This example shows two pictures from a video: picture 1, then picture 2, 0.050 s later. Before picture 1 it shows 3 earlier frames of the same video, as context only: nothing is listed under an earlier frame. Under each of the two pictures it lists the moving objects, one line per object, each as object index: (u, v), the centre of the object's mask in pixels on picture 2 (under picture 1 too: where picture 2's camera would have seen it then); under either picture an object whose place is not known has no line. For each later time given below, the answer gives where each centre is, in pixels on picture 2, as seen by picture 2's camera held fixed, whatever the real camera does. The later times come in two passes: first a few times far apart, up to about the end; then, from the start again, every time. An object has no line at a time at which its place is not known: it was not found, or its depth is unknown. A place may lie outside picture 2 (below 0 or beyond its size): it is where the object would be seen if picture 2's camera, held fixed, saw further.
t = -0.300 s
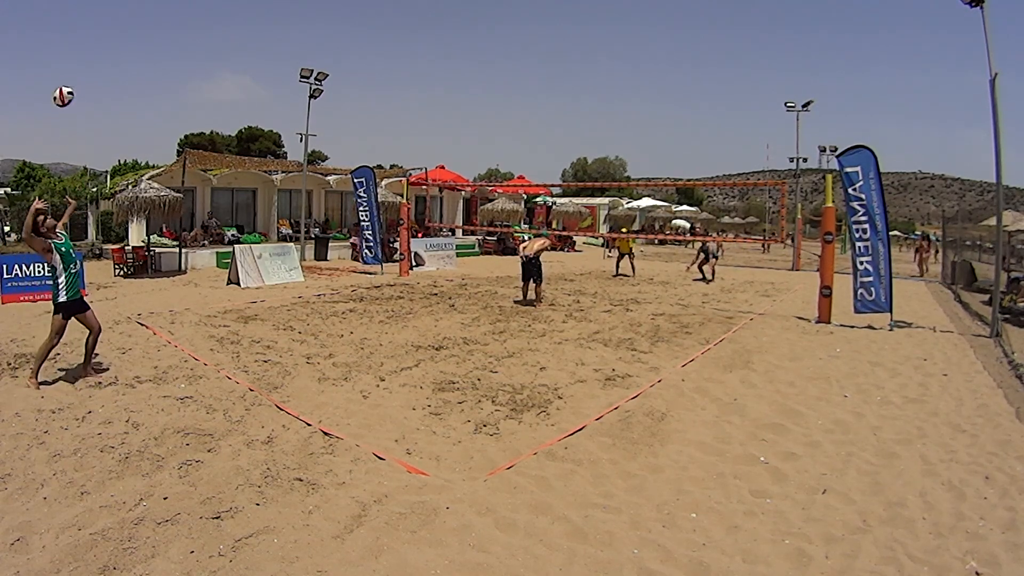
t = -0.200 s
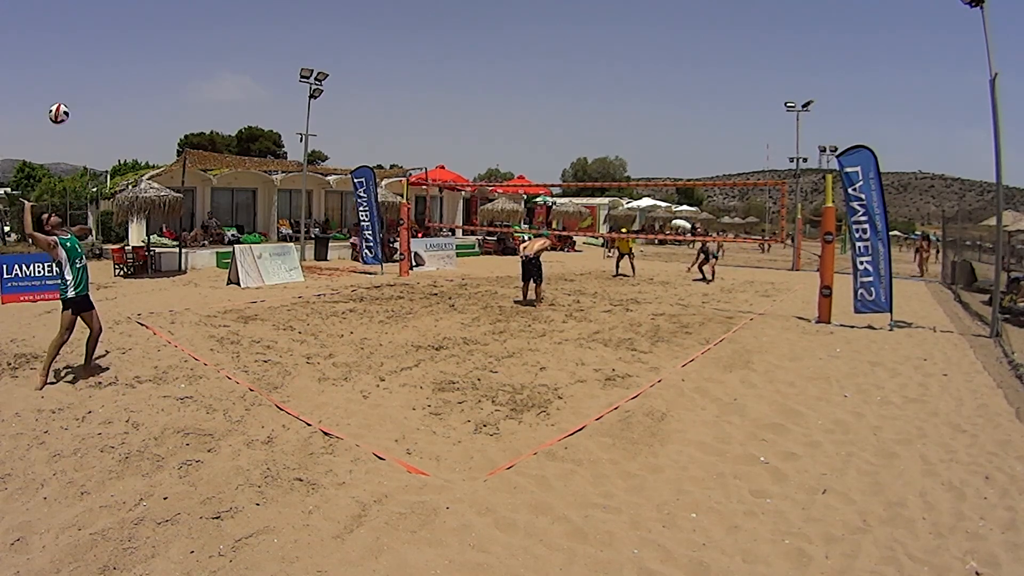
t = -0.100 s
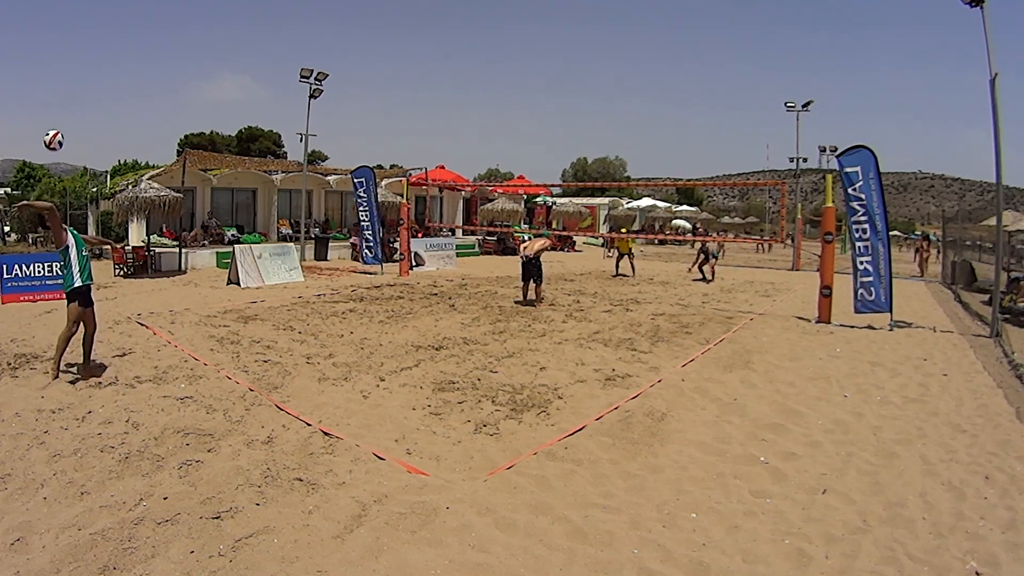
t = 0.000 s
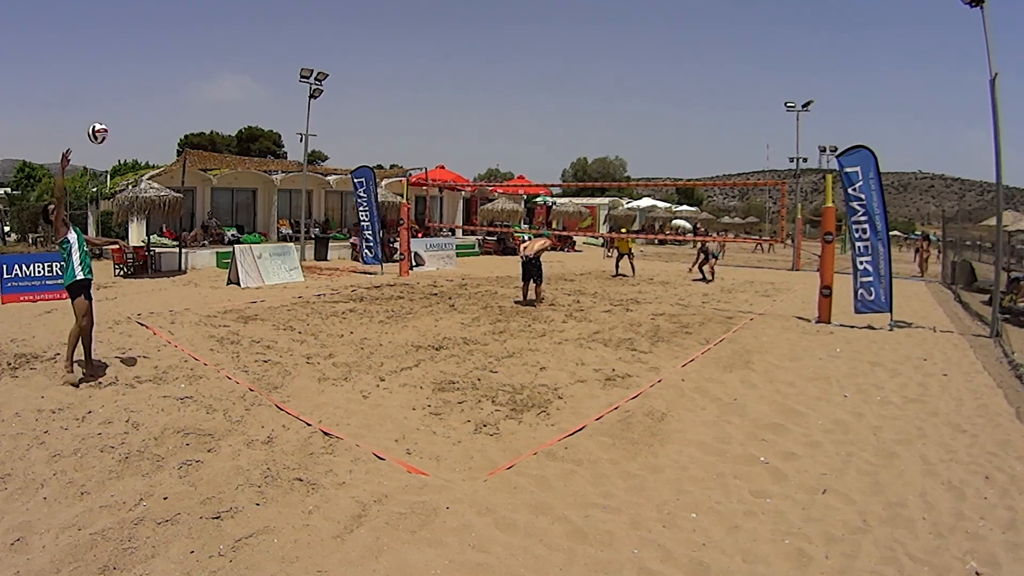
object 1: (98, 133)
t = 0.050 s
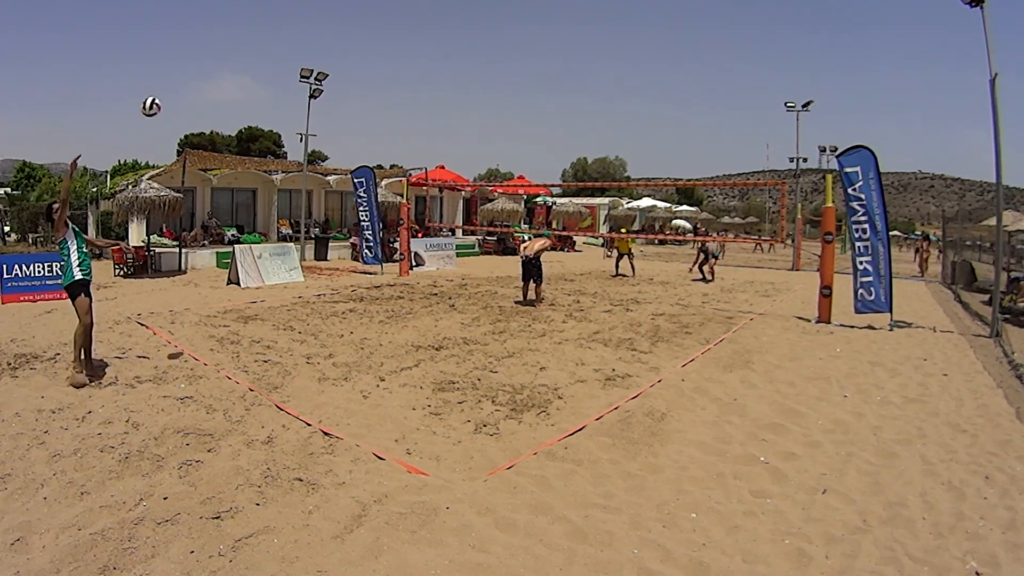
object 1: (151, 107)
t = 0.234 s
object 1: (322, 49)
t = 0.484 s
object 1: (484, 37)
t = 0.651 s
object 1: (556, 54)
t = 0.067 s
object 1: (168, 99)
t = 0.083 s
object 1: (185, 92)
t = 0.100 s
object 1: (202, 85)
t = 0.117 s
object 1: (218, 79)
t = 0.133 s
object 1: (234, 73)
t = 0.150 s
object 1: (249, 68)
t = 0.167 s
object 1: (265, 63)
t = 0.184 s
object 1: (280, 59)
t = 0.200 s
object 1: (294, 55)
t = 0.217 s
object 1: (308, 52)
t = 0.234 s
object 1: (322, 49)
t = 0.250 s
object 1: (335, 46)
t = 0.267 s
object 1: (348, 44)
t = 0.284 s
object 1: (361, 42)
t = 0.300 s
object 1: (373, 40)
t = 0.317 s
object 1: (384, 38)
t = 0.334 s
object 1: (397, 37)
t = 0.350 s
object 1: (407, 36)
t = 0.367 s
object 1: (418, 36)
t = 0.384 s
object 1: (428, 35)
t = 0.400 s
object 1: (438, 35)
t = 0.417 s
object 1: (448, 35)
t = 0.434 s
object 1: (457, 35)
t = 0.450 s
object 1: (466, 35)
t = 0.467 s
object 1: (475, 36)
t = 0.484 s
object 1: (484, 37)
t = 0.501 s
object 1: (492, 38)
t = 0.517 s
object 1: (501, 39)
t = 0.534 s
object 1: (508, 40)
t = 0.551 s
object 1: (515, 42)
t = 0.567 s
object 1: (523, 44)
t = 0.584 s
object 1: (530, 45)
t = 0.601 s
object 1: (537, 47)
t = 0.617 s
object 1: (544, 49)
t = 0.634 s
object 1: (550, 52)
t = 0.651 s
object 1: (556, 54)
